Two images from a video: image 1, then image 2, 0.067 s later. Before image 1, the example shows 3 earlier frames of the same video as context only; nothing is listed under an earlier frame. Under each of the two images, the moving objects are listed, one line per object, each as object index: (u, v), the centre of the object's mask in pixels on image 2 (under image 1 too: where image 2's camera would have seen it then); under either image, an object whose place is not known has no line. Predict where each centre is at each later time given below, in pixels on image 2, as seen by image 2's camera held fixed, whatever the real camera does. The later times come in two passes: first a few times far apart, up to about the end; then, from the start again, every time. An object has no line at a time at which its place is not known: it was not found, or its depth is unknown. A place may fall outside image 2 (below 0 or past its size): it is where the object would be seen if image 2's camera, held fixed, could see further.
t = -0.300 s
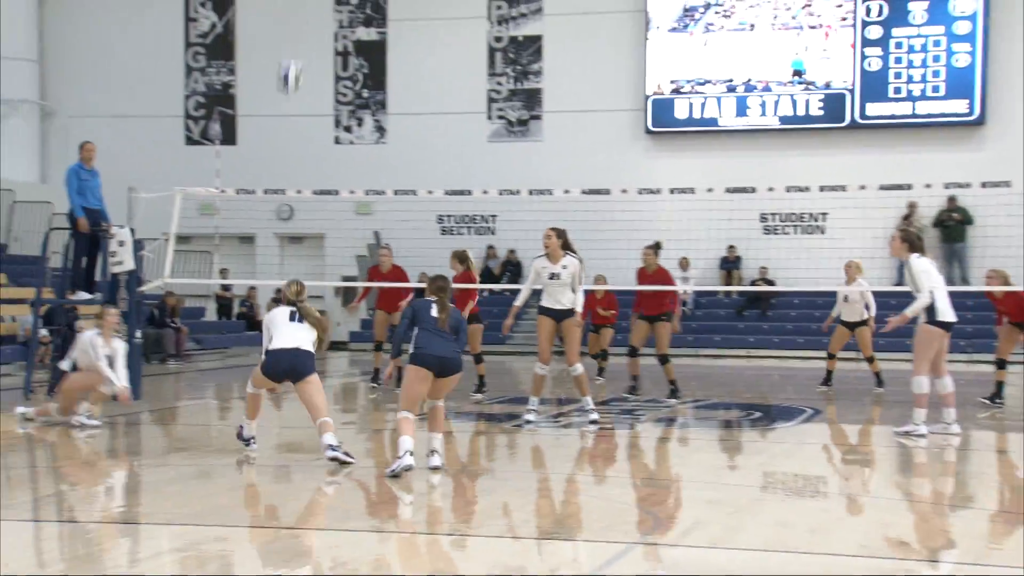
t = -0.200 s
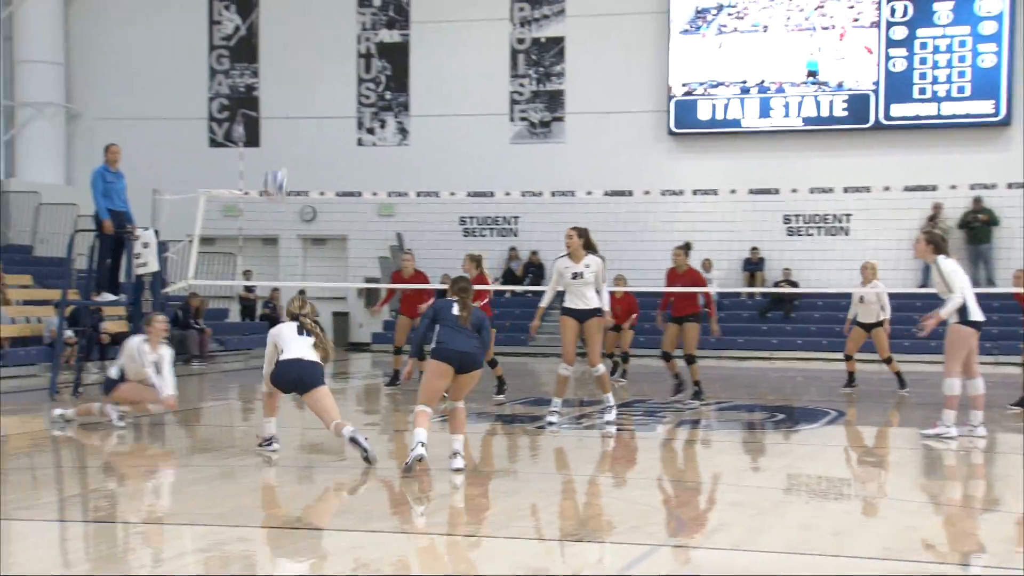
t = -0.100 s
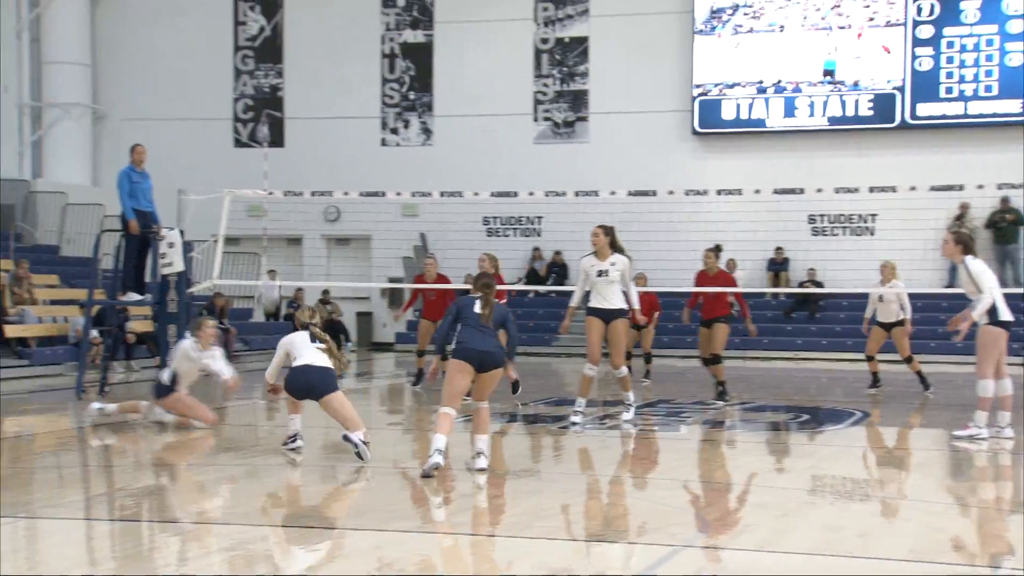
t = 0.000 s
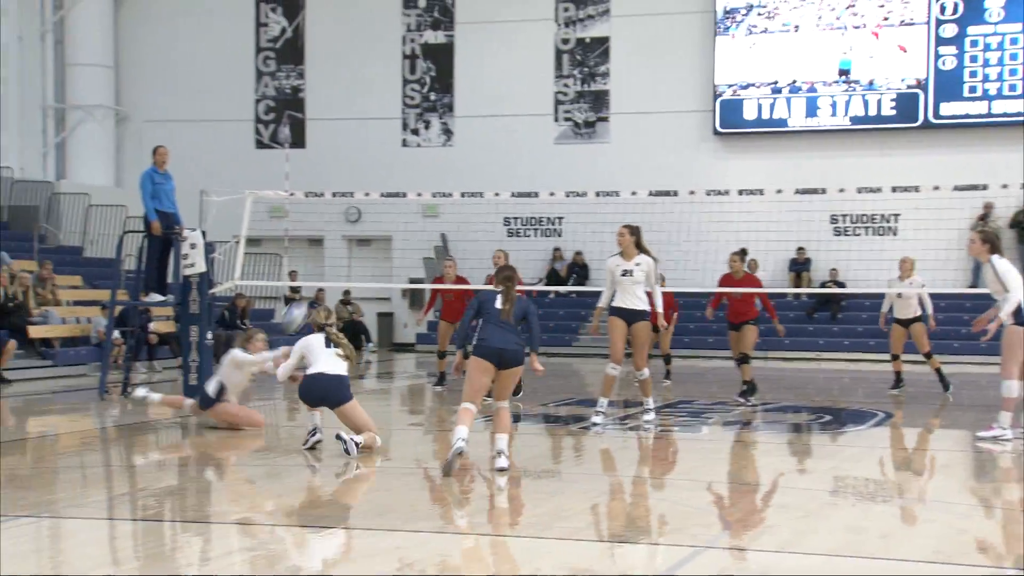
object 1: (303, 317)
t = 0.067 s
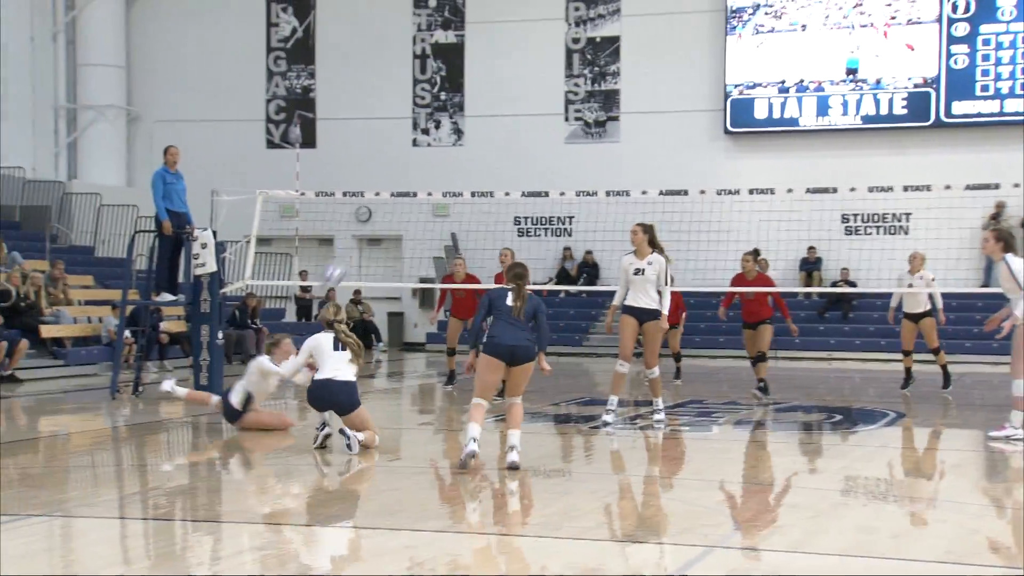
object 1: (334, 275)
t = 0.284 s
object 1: (416, 184)
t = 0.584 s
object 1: (496, 153)
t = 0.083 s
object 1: (340, 265)
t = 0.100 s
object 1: (346, 255)
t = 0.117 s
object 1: (353, 246)
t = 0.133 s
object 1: (360, 240)
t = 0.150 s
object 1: (367, 233)
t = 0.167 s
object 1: (375, 222)
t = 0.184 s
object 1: (383, 217)
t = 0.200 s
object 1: (387, 209)
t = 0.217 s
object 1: (392, 203)
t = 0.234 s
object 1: (398, 199)
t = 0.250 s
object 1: (404, 193)
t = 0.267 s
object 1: (410, 188)
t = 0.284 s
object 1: (416, 184)
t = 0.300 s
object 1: (421, 178)
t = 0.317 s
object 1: (427, 175)
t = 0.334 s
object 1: (432, 170)
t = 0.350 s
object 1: (437, 167)
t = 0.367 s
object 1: (442, 164)
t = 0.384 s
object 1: (446, 161)
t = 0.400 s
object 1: (451, 159)
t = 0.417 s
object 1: (456, 156)
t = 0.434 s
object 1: (461, 155)
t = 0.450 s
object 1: (464, 153)
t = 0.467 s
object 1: (468, 153)
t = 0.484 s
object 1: (473, 152)
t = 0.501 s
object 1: (477, 151)
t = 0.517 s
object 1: (480, 152)
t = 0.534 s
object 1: (485, 152)
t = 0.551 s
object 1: (489, 152)
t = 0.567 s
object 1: (492, 153)
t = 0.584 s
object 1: (496, 153)
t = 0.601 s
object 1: (500, 154)
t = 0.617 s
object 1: (503, 156)
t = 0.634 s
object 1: (507, 157)
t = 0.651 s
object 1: (510, 159)
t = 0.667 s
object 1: (513, 161)
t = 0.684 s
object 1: (517, 164)
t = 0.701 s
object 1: (520, 167)
